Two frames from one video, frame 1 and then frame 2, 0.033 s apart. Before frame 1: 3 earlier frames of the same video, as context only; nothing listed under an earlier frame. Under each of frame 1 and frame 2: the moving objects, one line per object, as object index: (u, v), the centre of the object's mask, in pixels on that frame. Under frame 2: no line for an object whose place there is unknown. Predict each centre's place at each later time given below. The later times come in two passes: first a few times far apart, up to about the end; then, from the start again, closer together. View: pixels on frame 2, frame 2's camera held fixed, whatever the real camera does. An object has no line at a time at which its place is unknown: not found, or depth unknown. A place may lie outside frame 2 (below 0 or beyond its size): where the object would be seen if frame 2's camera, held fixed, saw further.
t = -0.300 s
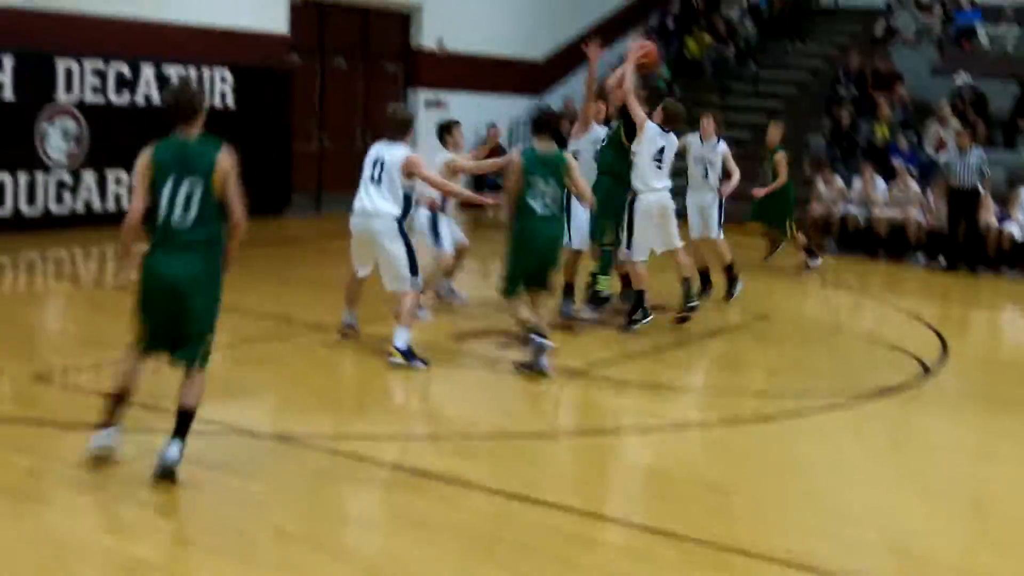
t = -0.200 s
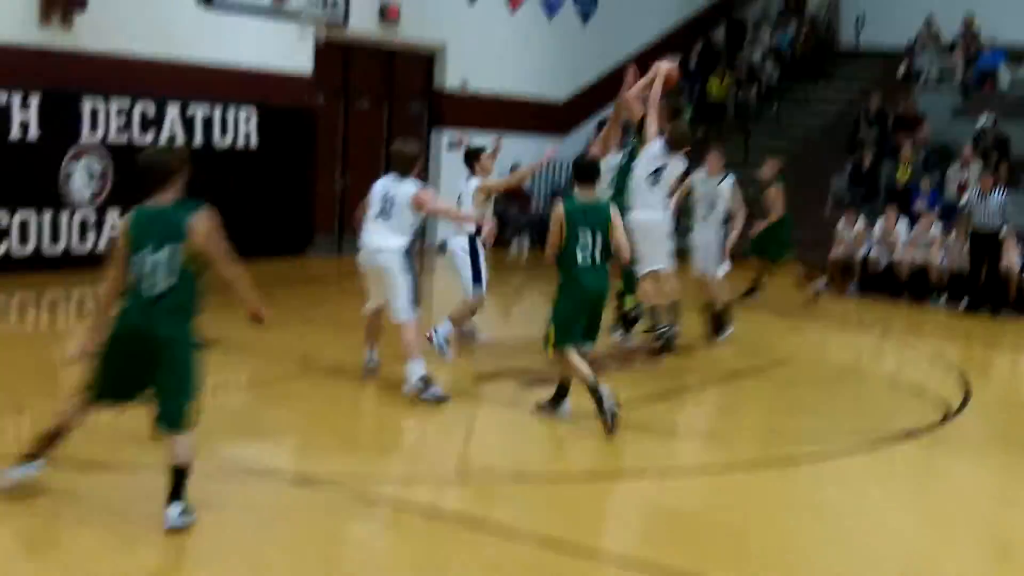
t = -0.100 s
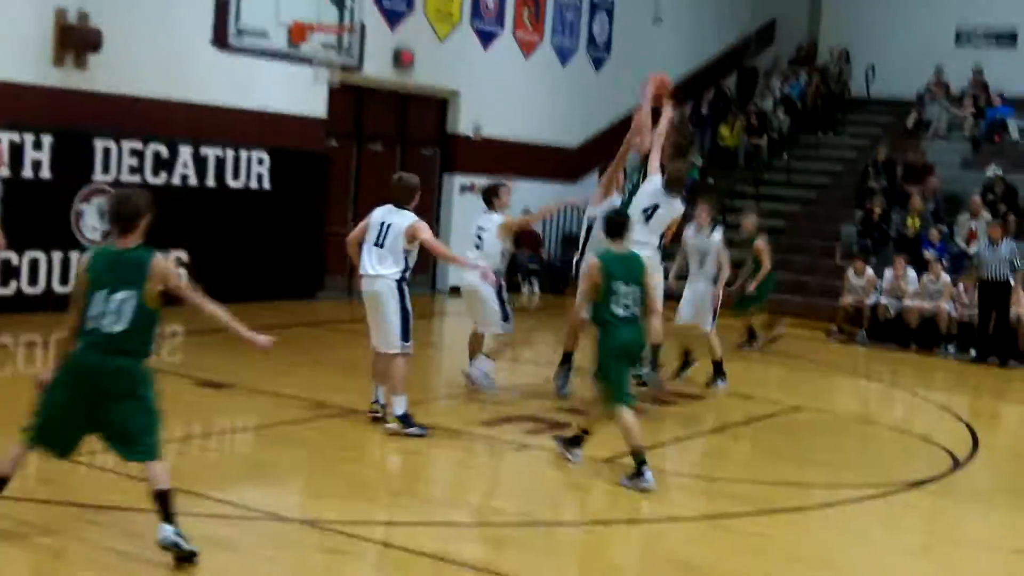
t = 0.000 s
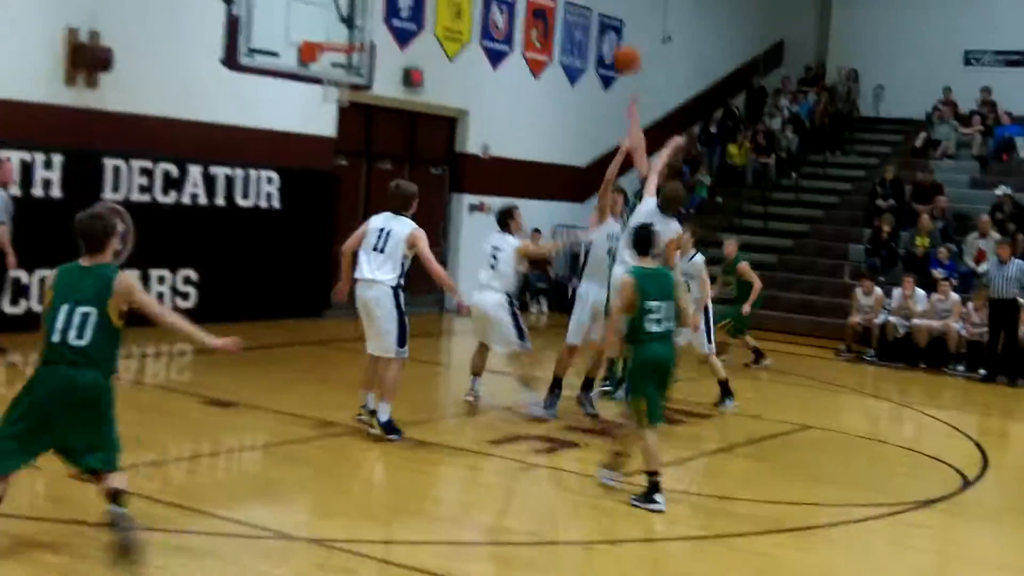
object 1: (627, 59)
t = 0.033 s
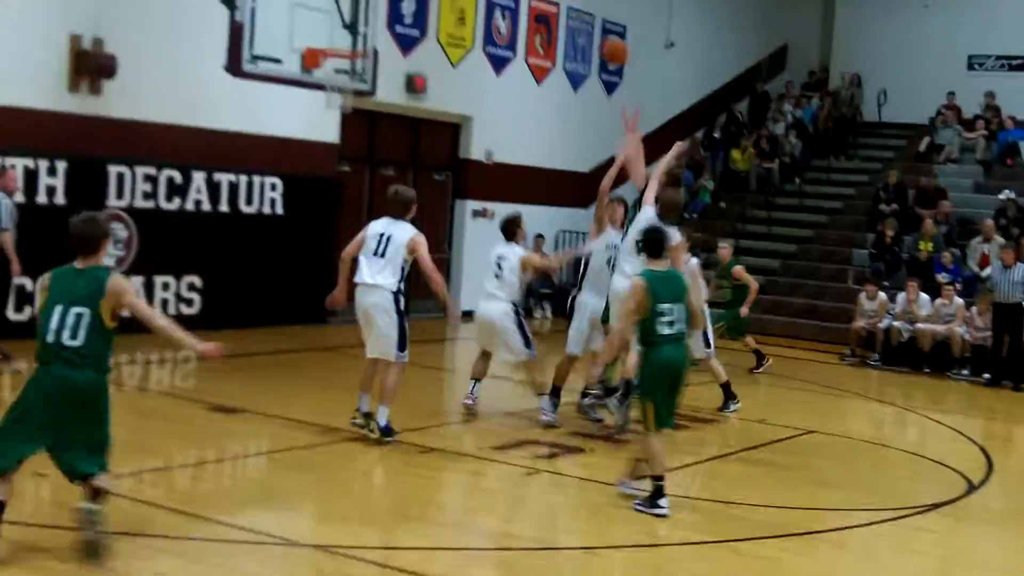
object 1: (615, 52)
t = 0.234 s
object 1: (525, -4)
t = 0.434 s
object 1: (444, -9)
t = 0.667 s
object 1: (350, 39)
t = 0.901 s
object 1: (302, -5)
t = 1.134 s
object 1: (249, -3)
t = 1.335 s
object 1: (200, 52)
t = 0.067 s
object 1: (599, 39)
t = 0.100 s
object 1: (584, 27)
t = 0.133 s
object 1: (570, 18)
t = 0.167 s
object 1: (555, 10)
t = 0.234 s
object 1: (525, -4)
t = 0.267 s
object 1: (513, -8)
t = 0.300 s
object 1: (499, -10)
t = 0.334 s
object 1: (484, -13)
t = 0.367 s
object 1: (472, -13)
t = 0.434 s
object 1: (444, -9)
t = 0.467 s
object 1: (430, -5)
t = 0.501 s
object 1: (418, -2)
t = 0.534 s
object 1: (403, 4)
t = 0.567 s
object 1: (390, 11)
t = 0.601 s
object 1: (376, 20)
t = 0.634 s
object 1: (362, 29)
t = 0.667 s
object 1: (350, 39)
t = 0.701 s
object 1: (342, 38)
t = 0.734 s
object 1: (335, 28)
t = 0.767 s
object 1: (329, 19)
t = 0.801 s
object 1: (322, 11)
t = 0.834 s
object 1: (316, 5)
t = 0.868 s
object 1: (309, -1)
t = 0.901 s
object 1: (302, -5)
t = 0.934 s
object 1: (295, -9)
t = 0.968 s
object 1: (288, -11)
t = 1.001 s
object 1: (281, -12)
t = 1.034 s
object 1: (273, -12)
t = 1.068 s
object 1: (265, -10)
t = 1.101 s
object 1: (257, -7)
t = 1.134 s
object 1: (249, -3)
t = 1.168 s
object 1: (242, 3)
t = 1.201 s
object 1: (234, 9)
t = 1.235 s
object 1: (227, 17)
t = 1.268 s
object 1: (218, 28)
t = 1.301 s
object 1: (209, 39)
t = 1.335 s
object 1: (200, 52)
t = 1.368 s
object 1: (191, 66)
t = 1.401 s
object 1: (182, 81)
